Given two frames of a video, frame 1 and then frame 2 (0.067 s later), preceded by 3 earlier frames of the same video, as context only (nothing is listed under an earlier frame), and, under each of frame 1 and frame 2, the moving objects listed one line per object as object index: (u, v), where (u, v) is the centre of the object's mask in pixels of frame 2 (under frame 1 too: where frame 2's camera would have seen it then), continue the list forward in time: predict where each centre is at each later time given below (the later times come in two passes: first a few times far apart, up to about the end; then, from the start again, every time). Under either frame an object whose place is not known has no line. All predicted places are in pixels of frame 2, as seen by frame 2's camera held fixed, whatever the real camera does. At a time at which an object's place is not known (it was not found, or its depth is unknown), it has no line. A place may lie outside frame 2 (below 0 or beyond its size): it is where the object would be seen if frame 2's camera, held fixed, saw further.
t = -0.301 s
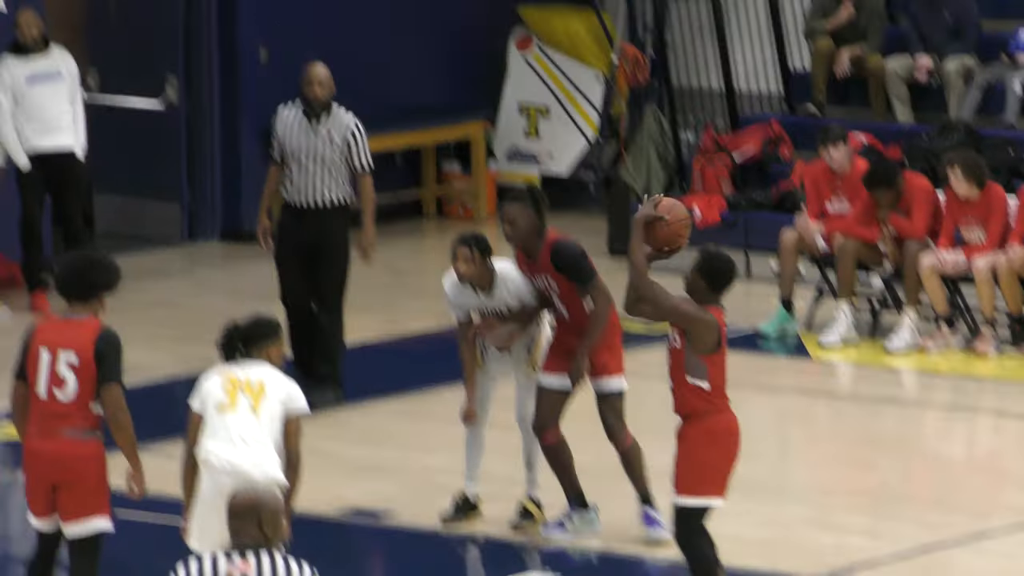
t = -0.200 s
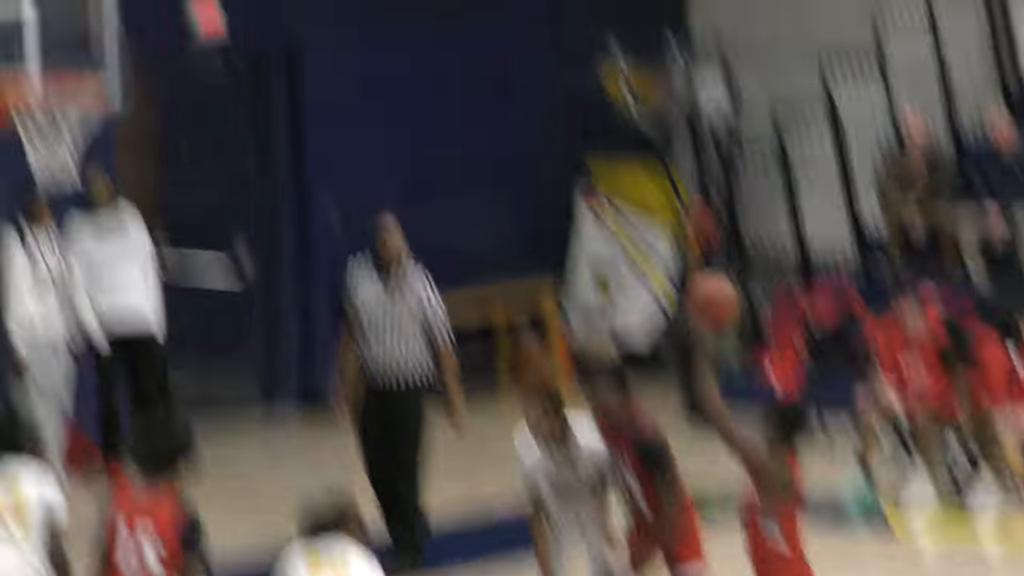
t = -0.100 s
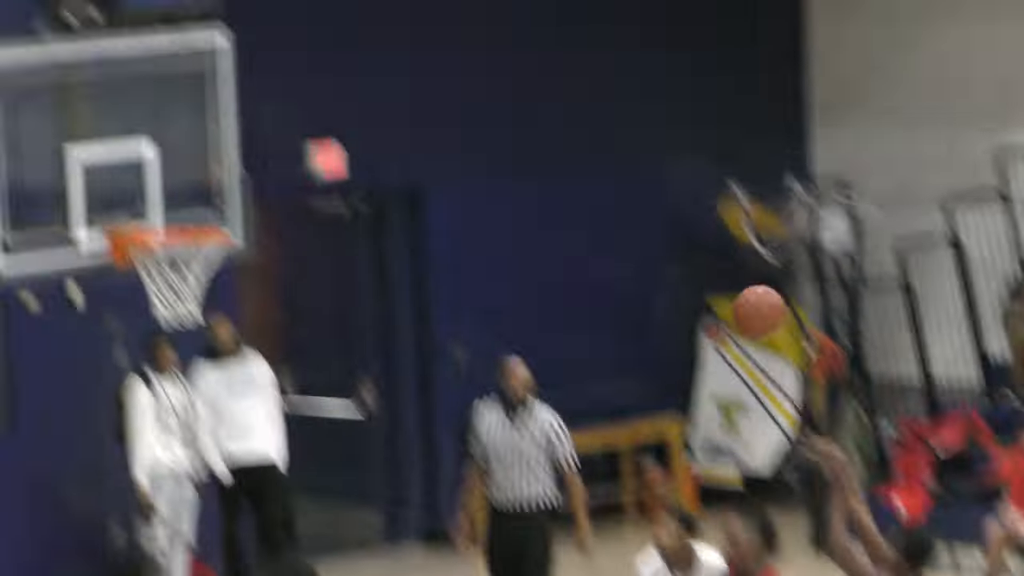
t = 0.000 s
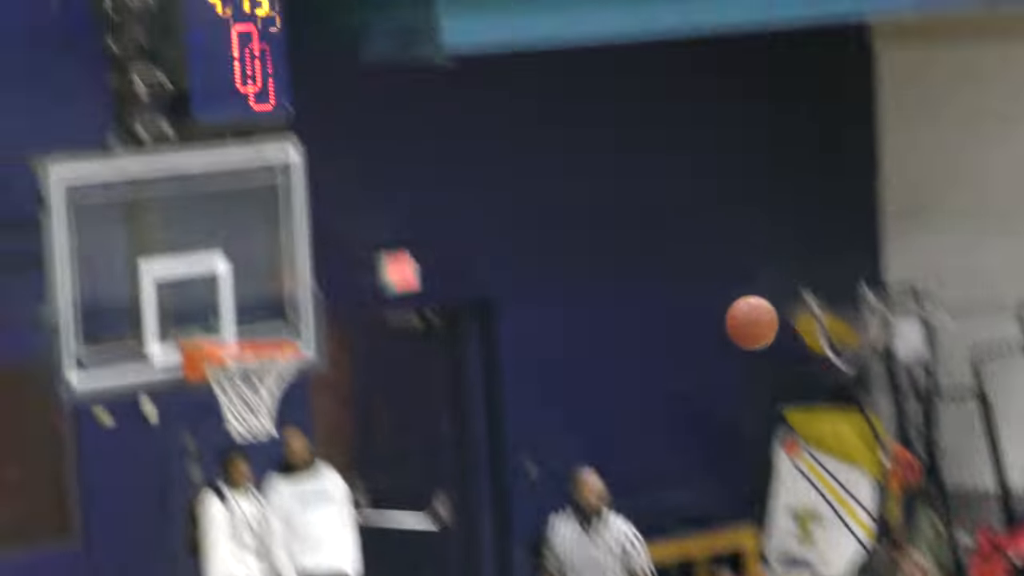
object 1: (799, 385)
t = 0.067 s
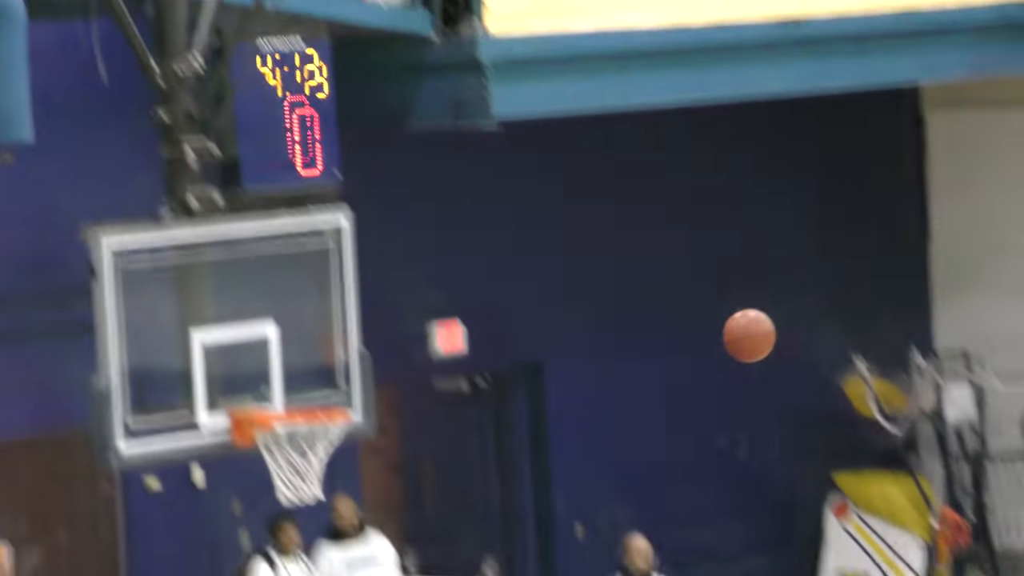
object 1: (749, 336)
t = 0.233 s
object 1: (631, 256)
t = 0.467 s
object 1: (472, 242)
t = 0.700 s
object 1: (322, 333)
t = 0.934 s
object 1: (327, 314)
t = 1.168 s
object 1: (428, 267)
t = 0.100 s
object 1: (724, 315)
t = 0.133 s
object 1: (701, 296)
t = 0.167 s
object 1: (677, 280)
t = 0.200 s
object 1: (653, 267)
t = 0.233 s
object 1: (631, 256)
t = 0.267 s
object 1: (607, 247)
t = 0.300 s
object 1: (584, 241)
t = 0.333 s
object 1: (561, 236)
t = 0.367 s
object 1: (538, 235)
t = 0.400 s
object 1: (516, 235)
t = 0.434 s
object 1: (494, 237)
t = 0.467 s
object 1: (472, 242)
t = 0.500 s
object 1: (451, 249)
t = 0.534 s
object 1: (429, 257)
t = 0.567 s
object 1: (408, 268)
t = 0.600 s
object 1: (387, 281)
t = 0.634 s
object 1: (365, 293)
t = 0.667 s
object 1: (345, 311)
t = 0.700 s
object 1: (322, 333)
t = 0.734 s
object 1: (305, 354)
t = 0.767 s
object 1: (285, 377)
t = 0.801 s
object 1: (275, 389)
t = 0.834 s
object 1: (289, 367)
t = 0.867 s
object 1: (301, 348)
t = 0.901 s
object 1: (314, 328)
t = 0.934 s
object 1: (327, 314)
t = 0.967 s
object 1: (341, 300)
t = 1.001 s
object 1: (355, 288)
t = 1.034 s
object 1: (369, 280)
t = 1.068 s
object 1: (385, 275)
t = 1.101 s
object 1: (399, 270)
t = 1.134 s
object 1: (413, 268)
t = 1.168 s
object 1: (428, 267)
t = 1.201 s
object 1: (442, 269)
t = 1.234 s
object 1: (457, 273)
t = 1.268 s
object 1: (472, 279)
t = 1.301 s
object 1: (486, 288)
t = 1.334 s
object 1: (502, 299)
